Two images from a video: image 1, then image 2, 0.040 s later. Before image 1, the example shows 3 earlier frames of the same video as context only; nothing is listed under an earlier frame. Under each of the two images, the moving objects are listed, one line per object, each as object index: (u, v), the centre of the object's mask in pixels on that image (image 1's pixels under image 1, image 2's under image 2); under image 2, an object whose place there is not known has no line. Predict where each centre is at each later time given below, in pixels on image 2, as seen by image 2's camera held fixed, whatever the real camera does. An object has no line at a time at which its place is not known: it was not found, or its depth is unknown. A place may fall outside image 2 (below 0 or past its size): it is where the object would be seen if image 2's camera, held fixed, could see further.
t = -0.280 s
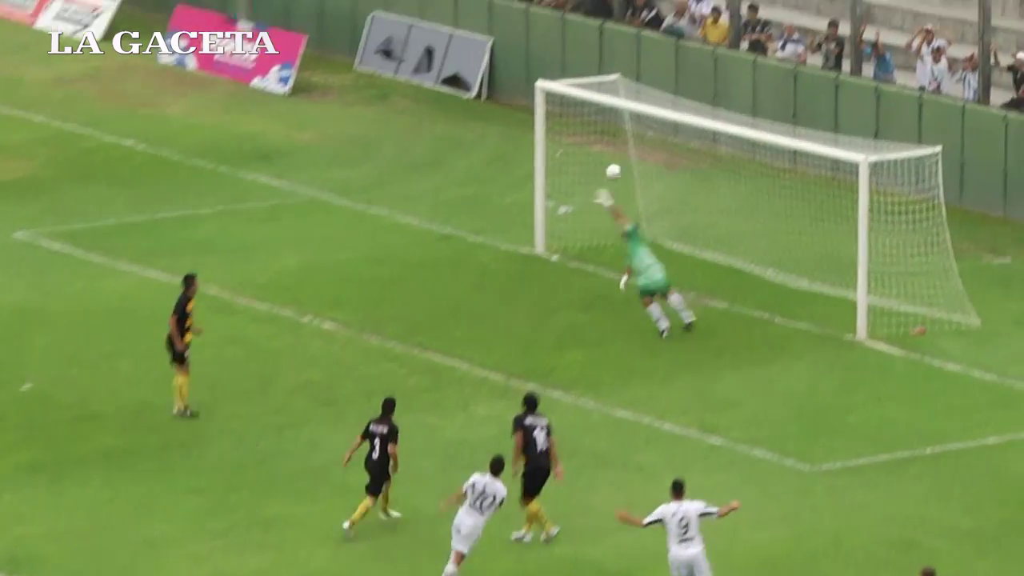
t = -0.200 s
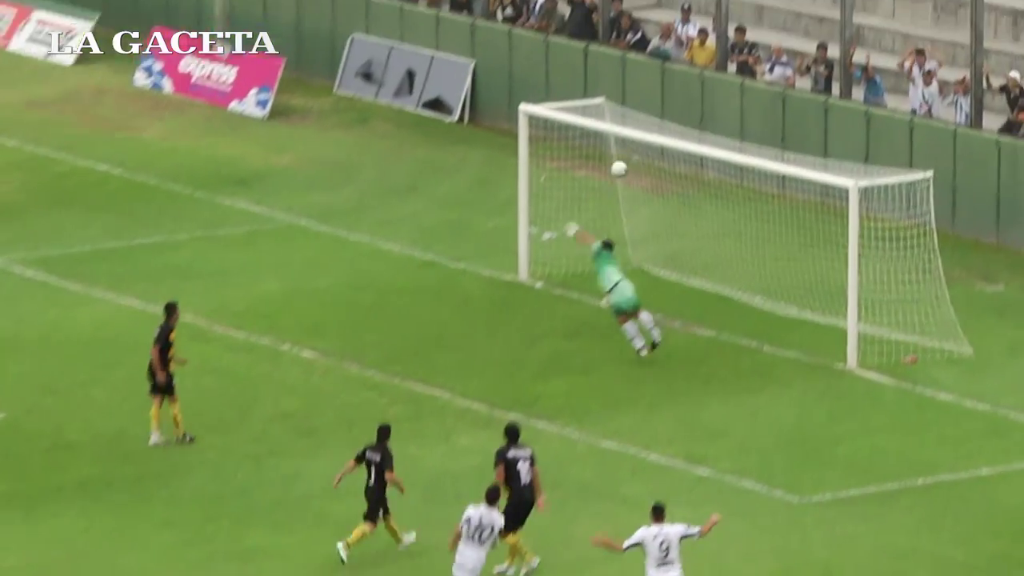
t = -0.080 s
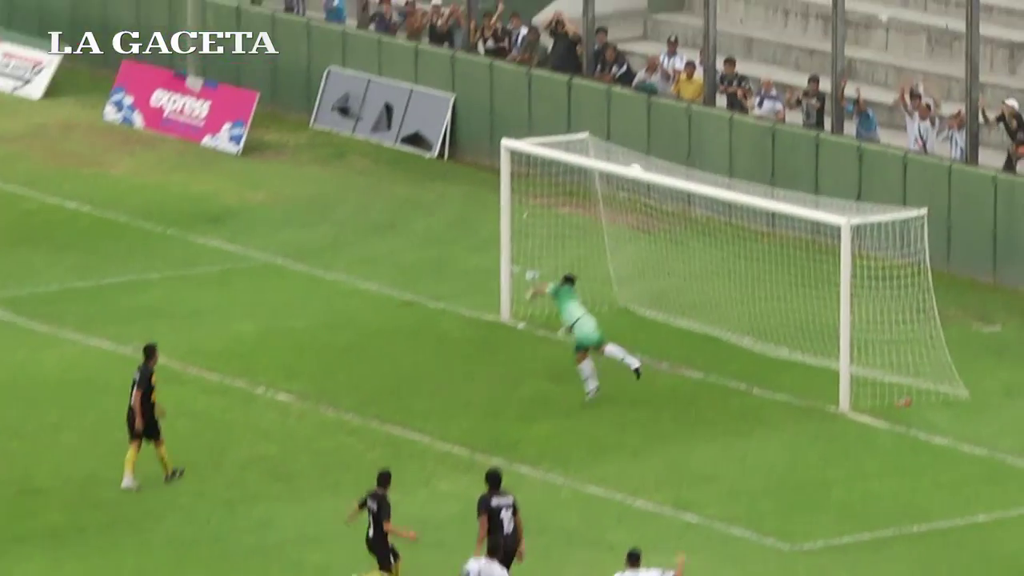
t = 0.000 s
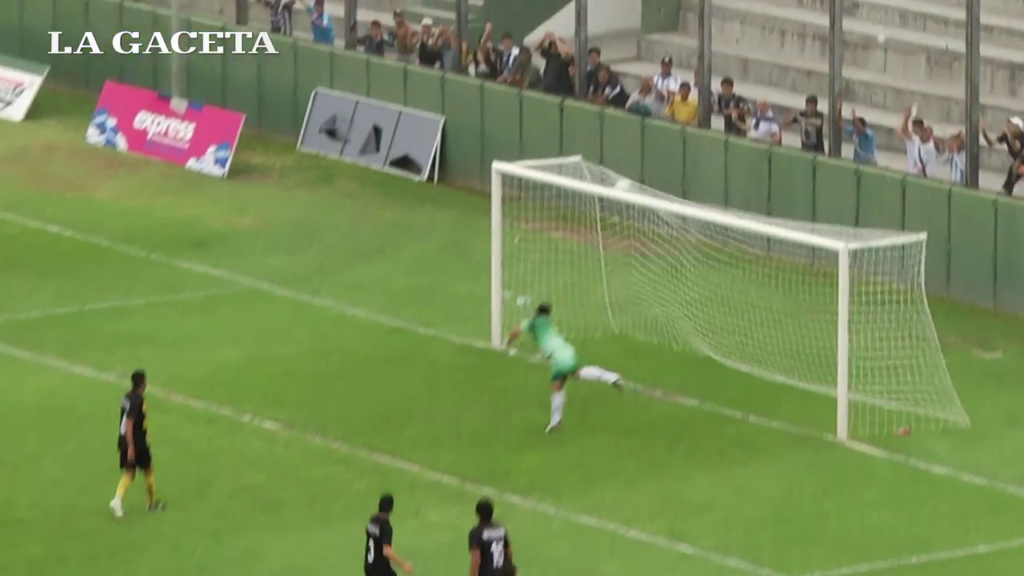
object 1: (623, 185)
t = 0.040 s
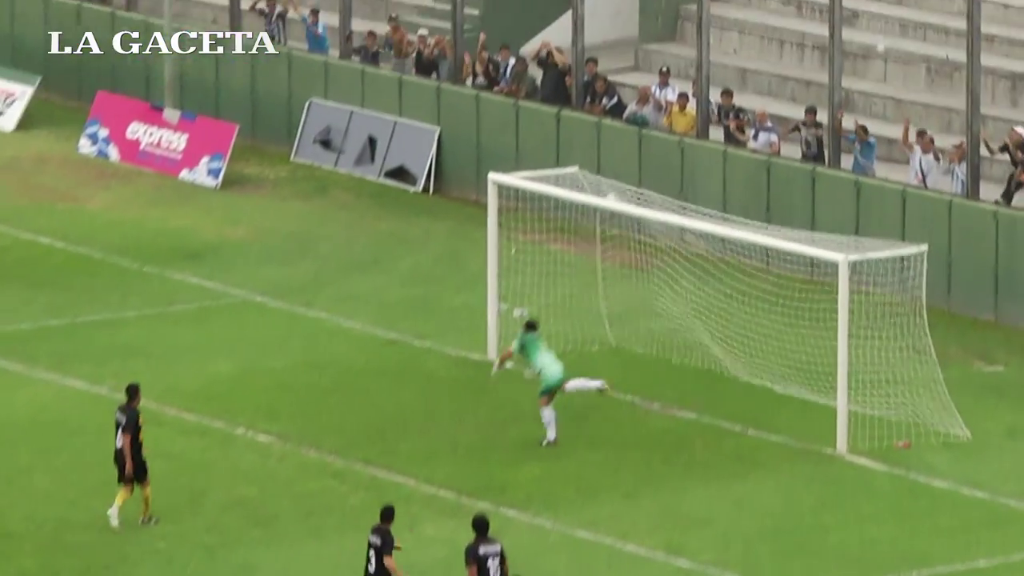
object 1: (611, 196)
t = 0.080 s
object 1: (596, 217)
